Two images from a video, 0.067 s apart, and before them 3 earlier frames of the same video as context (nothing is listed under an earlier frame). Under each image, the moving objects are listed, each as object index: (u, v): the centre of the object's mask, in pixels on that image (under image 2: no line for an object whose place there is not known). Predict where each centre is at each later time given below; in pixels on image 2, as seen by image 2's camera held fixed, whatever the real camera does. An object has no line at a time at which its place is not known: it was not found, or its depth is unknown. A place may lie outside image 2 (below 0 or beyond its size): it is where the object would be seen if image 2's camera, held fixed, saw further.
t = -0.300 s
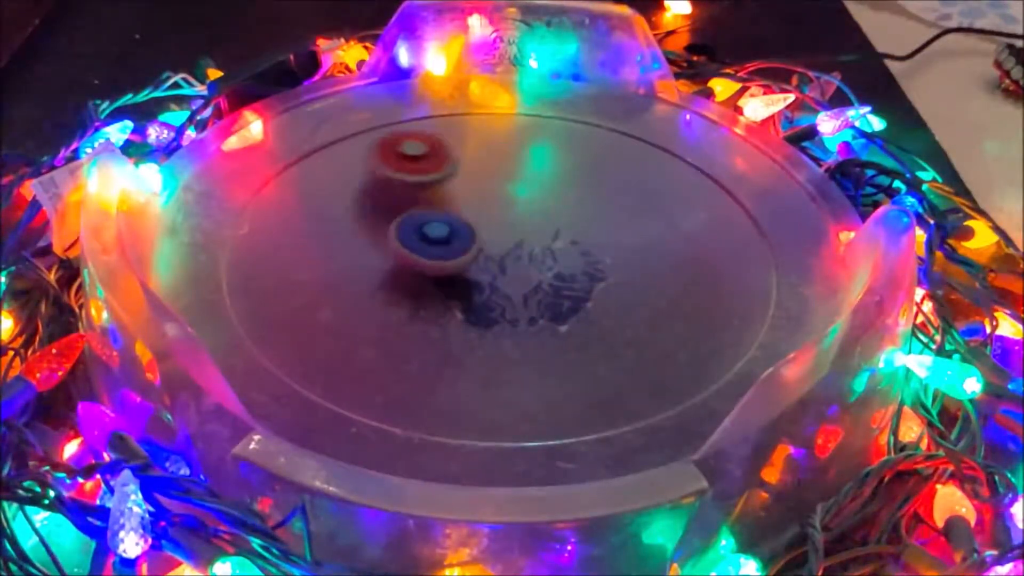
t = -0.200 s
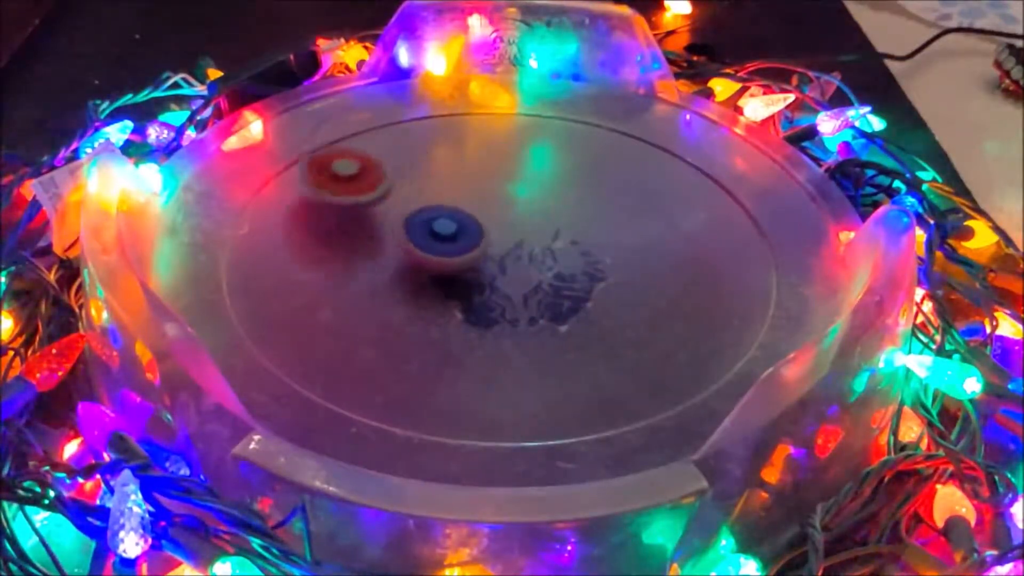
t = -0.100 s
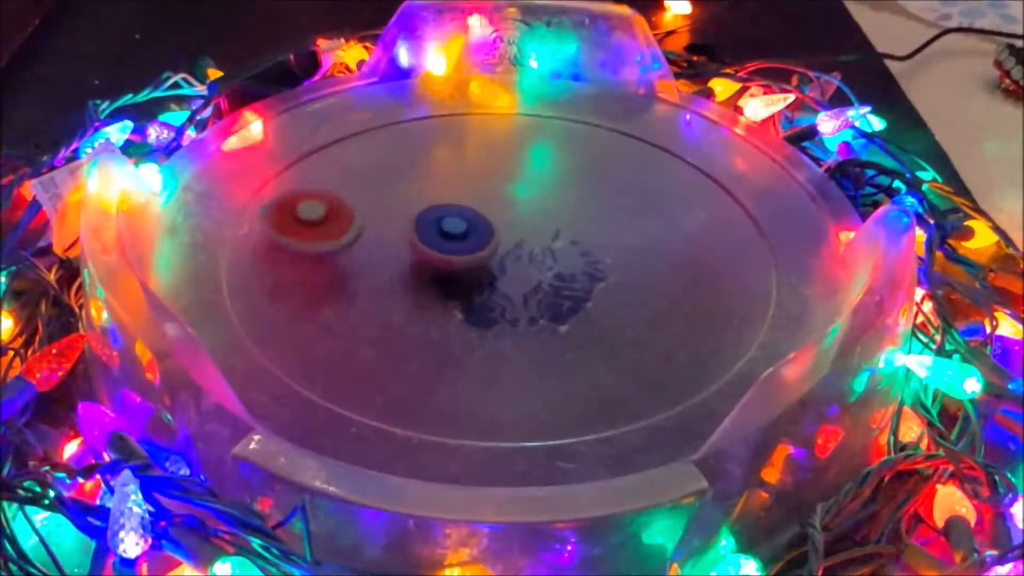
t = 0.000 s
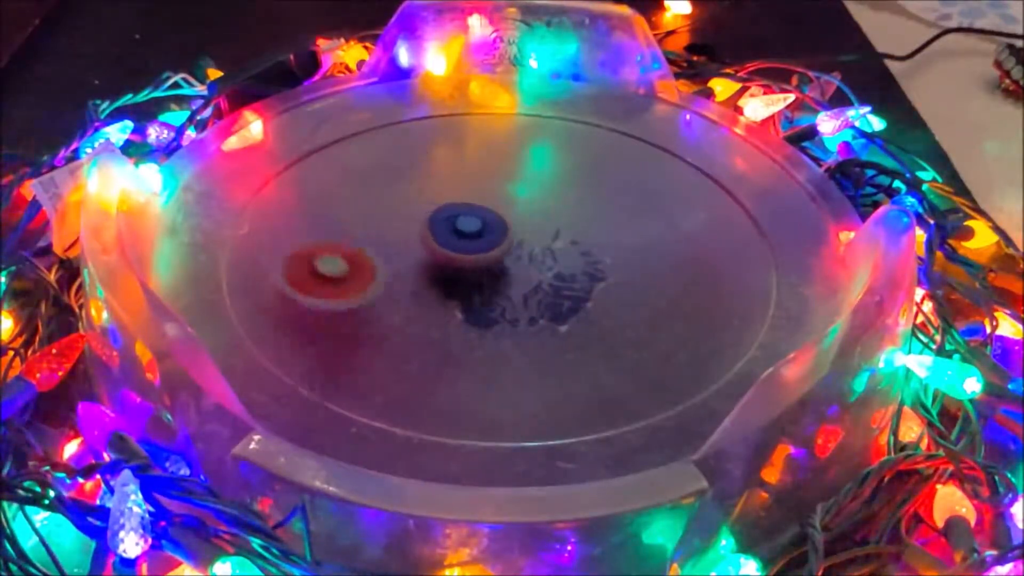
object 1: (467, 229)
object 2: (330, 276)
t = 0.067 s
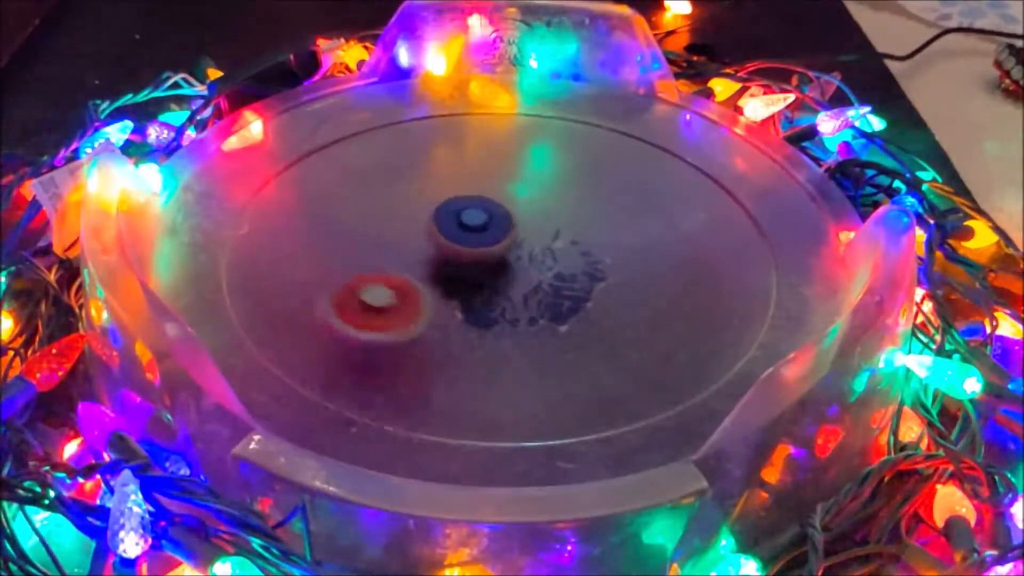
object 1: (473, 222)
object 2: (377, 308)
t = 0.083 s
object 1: (473, 220)
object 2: (391, 314)
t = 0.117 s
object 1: (473, 216)
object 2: (424, 321)
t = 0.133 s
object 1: (473, 215)
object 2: (441, 325)
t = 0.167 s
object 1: (472, 212)
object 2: (475, 329)
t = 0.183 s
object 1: (472, 212)
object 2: (493, 329)
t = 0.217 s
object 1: (471, 210)
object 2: (524, 325)
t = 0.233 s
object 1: (471, 209)
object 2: (540, 320)
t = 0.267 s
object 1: (471, 209)
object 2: (570, 312)
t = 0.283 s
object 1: (471, 209)
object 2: (583, 305)
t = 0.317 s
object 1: (471, 209)
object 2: (605, 292)
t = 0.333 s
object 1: (472, 209)
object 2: (613, 286)
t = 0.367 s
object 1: (473, 209)
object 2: (629, 271)
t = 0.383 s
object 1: (474, 210)
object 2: (633, 262)
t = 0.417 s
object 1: (475, 212)
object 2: (639, 245)
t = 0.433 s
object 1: (477, 213)
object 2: (640, 238)
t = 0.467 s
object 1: (480, 215)
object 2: (637, 221)
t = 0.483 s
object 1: (481, 216)
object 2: (635, 214)
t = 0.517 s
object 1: (485, 218)
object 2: (627, 197)
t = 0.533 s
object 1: (488, 219)
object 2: (621, 190)
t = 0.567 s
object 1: (493, 221)
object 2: (606, 174)
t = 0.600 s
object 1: (499, 223)
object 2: (589, 162)
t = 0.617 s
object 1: (502, 224)
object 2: (581, 160)
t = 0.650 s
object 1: (509, 225)
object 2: (557, 149)
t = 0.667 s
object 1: (513, 226)
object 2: (546, 146)
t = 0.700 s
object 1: (520, 227)
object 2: (523, 142)
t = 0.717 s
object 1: (523, 226)
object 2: (511, 141)
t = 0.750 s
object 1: (528, 226)
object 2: (487, 142)
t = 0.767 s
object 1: (531, 225)
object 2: (475, 142)
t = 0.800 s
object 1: (535, 224)
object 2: (448, 147)
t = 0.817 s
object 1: (536, 223)
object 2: (437, 151)
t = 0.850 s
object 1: (539, 221)
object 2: (416, 162)
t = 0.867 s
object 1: (540, 221)
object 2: (408, 167)
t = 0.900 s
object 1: (542, 220)
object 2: (393, 181)
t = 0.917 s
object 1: (542, 220)
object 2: (387, 189)
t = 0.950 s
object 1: (543, 219)
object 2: (378, 205)
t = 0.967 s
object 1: (543, 219)
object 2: (374, 214)
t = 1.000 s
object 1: (543, 219)
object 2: (373, 233)
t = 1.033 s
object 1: (542, 220)
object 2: (375, 253)
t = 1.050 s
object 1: (542, 220)
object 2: (380, 262)
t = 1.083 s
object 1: (541, 222)
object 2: (394, 280)
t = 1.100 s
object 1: (540, 223)
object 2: (402, 290)
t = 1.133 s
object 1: (539, 226)
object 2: (424, 307)
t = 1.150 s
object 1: (538, 227)
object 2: (437, 313)
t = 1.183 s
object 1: (538, 231)
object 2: (464, 324)
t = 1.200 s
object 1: (538, 232)
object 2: (479, 327)
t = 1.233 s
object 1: (538, 236)
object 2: (509, 332)
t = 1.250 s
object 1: (539, 238)
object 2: (525, 334)
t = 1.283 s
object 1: (540, 241)
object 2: (555, 332)
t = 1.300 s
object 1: (540, 243)
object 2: (570, 331)
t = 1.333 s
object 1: (543, 246)
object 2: (599, 325)
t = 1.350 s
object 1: (544, 247)
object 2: (612, 321)
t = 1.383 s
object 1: (547, 249)
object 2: (638, 310)
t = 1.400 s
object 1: (548, 250)
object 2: (649, 305)
